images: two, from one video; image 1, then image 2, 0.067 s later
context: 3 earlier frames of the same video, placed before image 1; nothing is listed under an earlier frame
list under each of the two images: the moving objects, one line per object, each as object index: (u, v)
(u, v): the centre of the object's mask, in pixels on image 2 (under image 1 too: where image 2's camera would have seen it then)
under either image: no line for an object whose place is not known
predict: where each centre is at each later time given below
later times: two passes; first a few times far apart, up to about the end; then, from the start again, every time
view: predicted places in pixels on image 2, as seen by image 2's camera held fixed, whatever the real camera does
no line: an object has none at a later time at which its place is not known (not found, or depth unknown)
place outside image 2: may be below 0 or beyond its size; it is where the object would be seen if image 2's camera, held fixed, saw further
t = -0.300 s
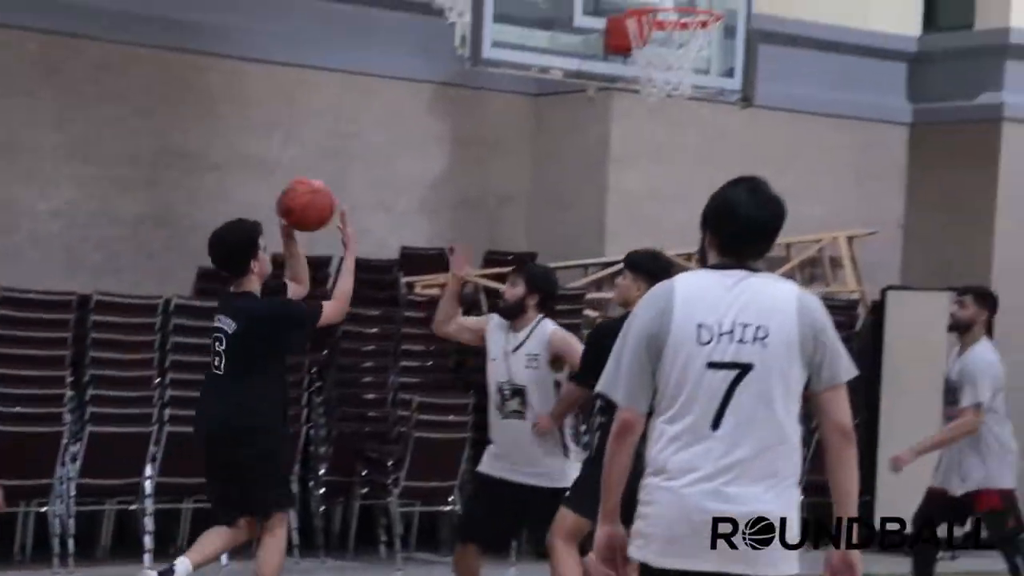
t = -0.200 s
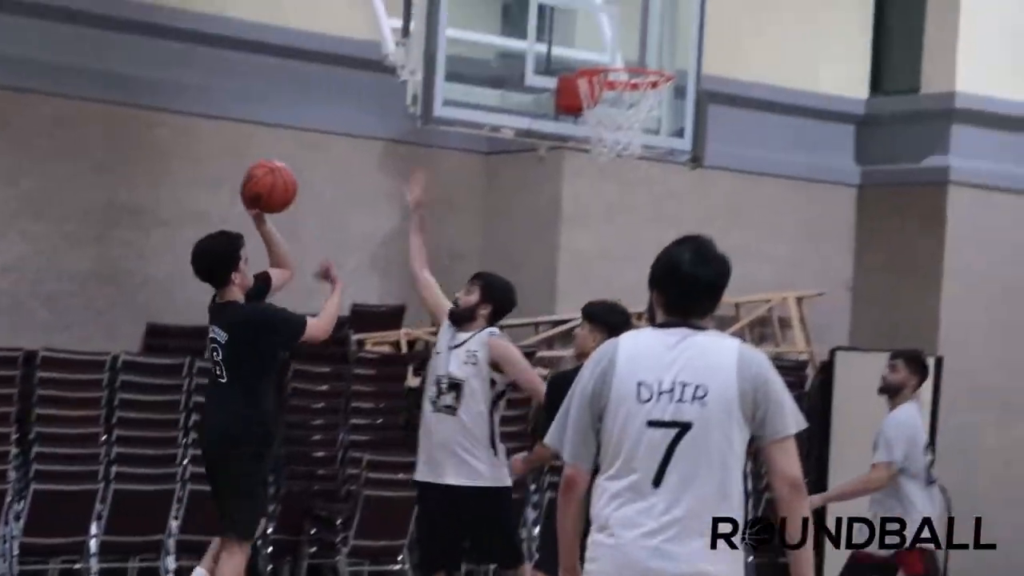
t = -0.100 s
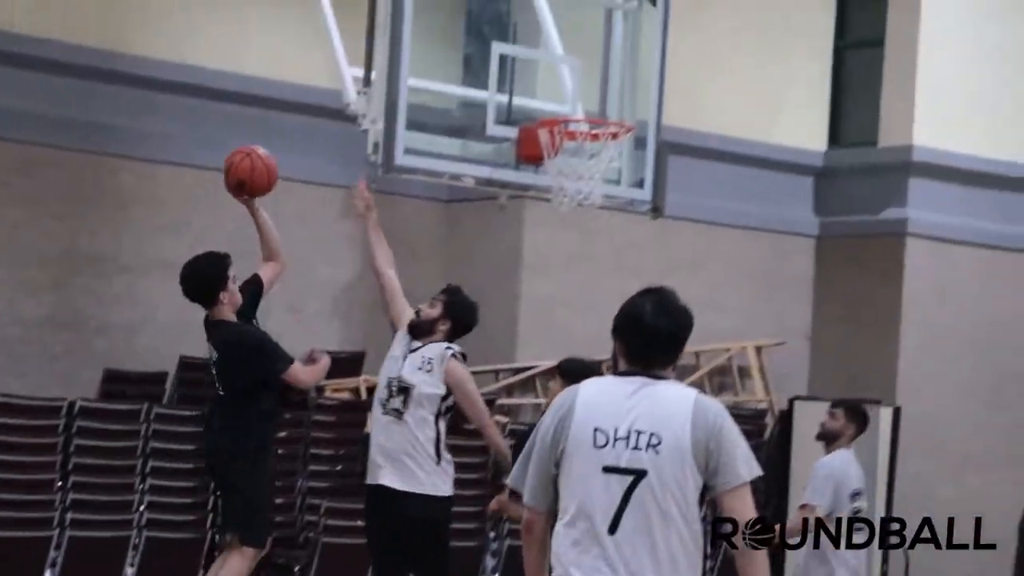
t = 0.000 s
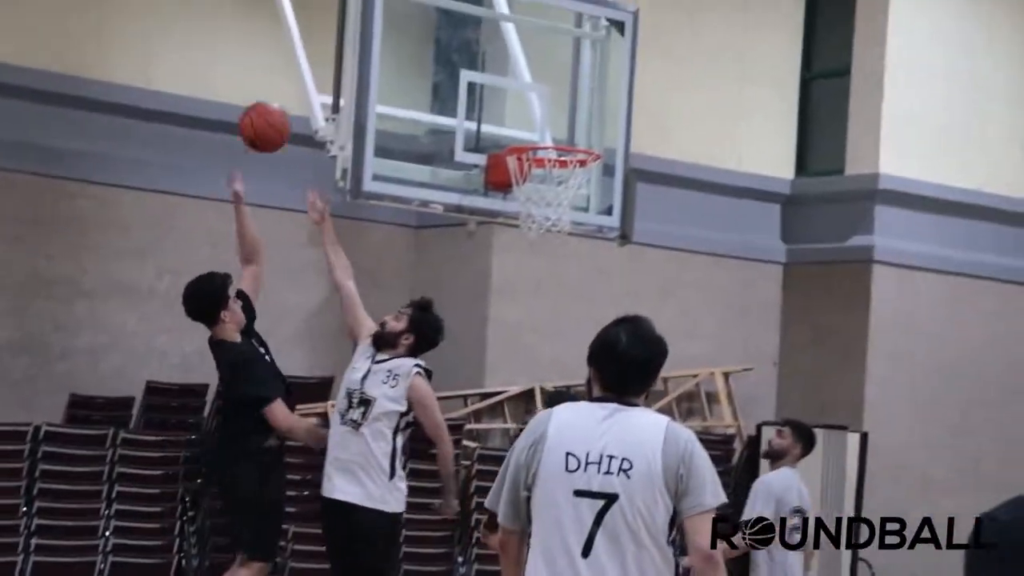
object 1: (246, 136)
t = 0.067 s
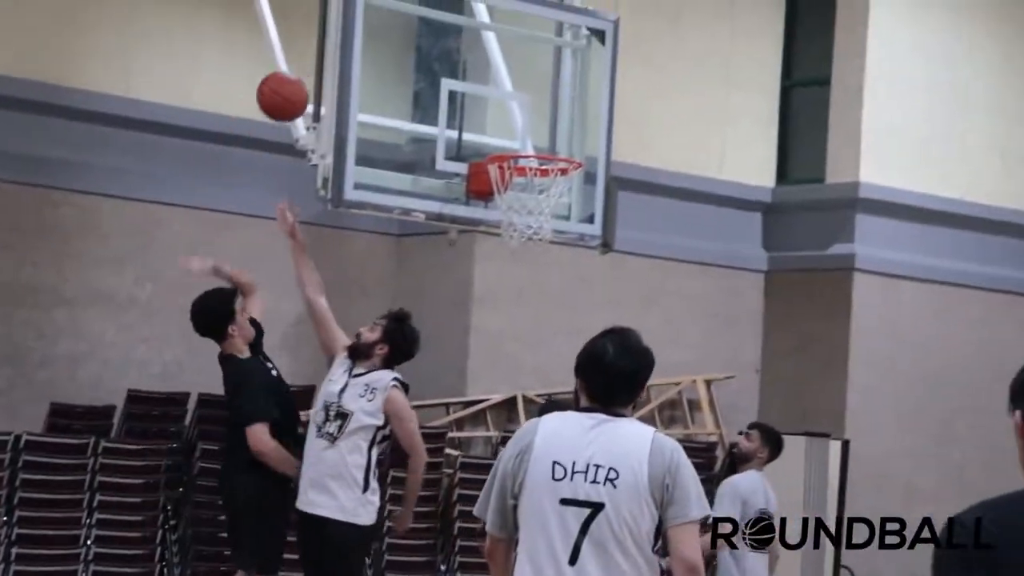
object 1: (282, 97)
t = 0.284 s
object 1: (391, 38)
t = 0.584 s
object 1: (521, 115)
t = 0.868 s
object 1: (537, 183)
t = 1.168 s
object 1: (520, 294)
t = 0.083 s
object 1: (291, 89)
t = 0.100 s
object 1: (300, 81)
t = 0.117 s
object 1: (309, 74)
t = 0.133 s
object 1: (317, 68)
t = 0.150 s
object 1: (326, 62)
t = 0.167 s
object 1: (334, 57)
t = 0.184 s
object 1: (343, 53)
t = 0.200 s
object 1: (351, 49)
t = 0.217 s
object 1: (359, 45)
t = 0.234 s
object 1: (368, 42)
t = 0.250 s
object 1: (376, 40)
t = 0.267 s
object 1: (384, 39)
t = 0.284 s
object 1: (391, 38)
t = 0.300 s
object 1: (399, 38)
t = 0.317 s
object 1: (406, 37)
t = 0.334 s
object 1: (414, 38)
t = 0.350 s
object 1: (421, 39)
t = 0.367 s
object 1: (430, 41)
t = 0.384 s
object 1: (436, 43)
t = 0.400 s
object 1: (444, 46)
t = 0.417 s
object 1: (451, 50)
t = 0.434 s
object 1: (459, 54)
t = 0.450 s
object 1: (466, 58)
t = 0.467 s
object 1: (474, 64)
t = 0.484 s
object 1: (481, 69)
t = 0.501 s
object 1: (488, 76)
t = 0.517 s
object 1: (494, 83)
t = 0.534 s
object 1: (501, 91)
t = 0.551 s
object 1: (508, 98)
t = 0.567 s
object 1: (515, 106)
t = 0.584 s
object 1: (521, 115)
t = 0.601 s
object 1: (528, 124)
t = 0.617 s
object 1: (535, 133)
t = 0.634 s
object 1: (542, 140)
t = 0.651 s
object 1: (549, 145)
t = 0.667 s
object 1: (548, 160)
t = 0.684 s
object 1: (546, 158)
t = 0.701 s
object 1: (535, 159)
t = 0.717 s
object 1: (530, 160)
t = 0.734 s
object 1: (526, 161)
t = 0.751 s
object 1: (521, 162)
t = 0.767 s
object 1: (525, 164)
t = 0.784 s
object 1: (526, 167)
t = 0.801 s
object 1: (526, 172)
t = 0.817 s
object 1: (531, 176)
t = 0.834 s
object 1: (534, 177)
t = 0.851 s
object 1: (532, 180)
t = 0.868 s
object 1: (537, 183)
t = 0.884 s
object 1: (542, 188)
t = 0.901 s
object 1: (542, 191)
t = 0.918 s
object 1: (540, 197)
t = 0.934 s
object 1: (539, 203)
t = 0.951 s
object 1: (538, 208)
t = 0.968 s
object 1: (536, 211)
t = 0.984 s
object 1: (536, 213)
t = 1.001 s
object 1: (533, 219)
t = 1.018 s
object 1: (532, 225)
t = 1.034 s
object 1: (531, 231)
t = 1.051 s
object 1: (531, 239)
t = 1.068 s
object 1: (529, 247)
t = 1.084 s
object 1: (528, 251)
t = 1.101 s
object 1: (527, 258)
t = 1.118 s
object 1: (525, 266)
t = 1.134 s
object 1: (523, 275)
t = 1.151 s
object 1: (521, 284)
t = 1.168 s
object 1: (520, 294)
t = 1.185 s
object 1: (518, 305)
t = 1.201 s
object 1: (516, 316)
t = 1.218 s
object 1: (515, 327)
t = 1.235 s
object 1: (513, 340)
